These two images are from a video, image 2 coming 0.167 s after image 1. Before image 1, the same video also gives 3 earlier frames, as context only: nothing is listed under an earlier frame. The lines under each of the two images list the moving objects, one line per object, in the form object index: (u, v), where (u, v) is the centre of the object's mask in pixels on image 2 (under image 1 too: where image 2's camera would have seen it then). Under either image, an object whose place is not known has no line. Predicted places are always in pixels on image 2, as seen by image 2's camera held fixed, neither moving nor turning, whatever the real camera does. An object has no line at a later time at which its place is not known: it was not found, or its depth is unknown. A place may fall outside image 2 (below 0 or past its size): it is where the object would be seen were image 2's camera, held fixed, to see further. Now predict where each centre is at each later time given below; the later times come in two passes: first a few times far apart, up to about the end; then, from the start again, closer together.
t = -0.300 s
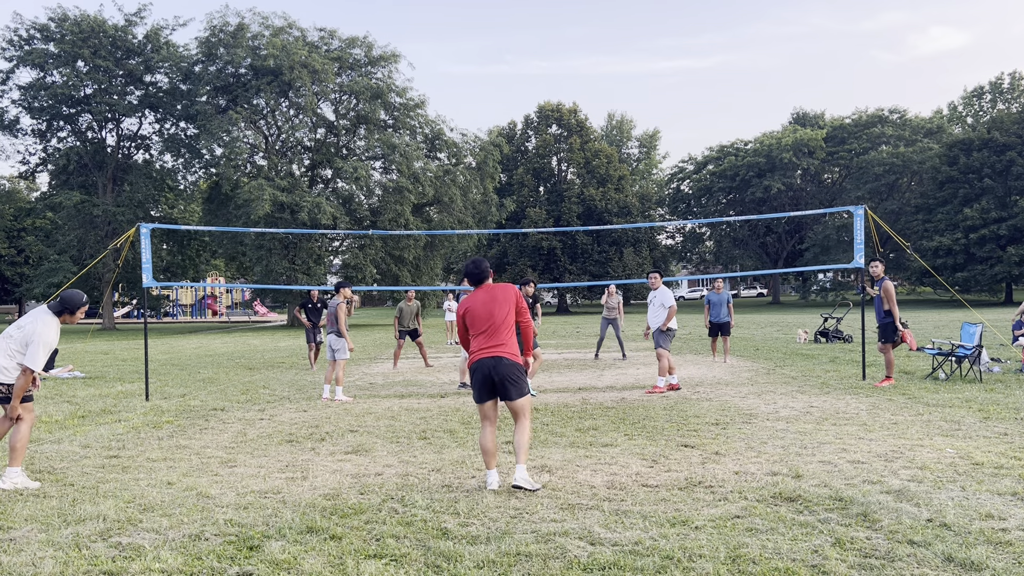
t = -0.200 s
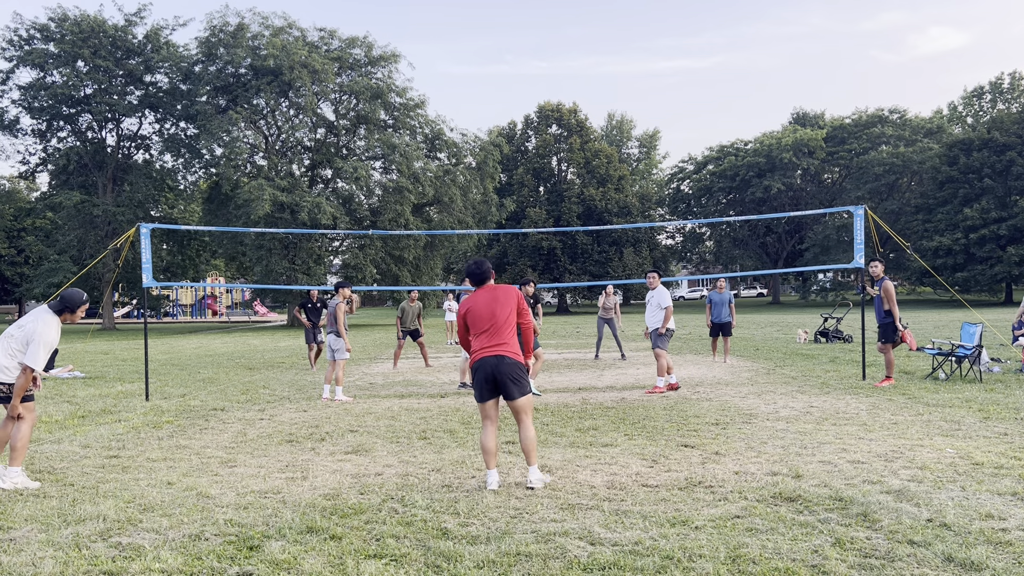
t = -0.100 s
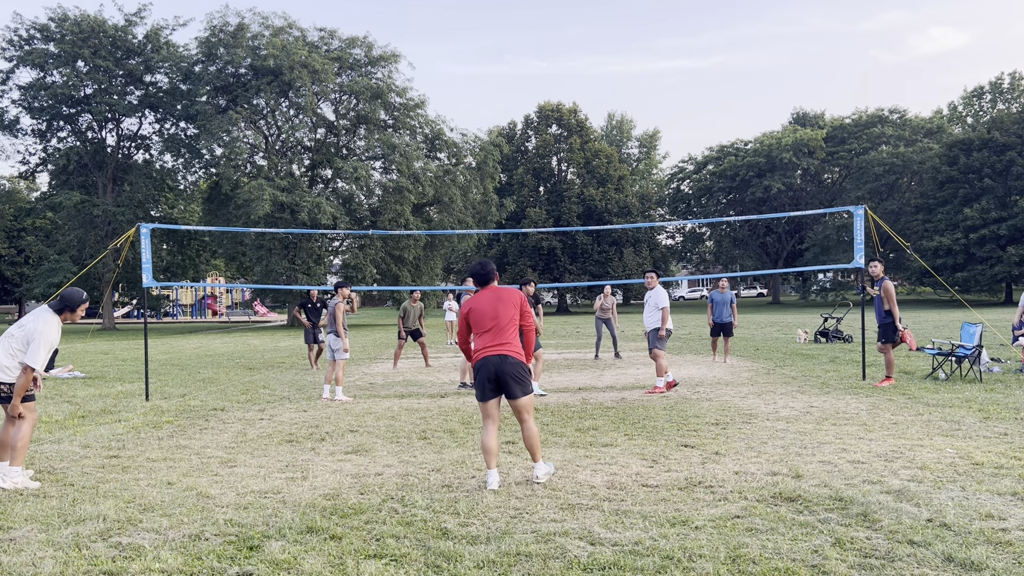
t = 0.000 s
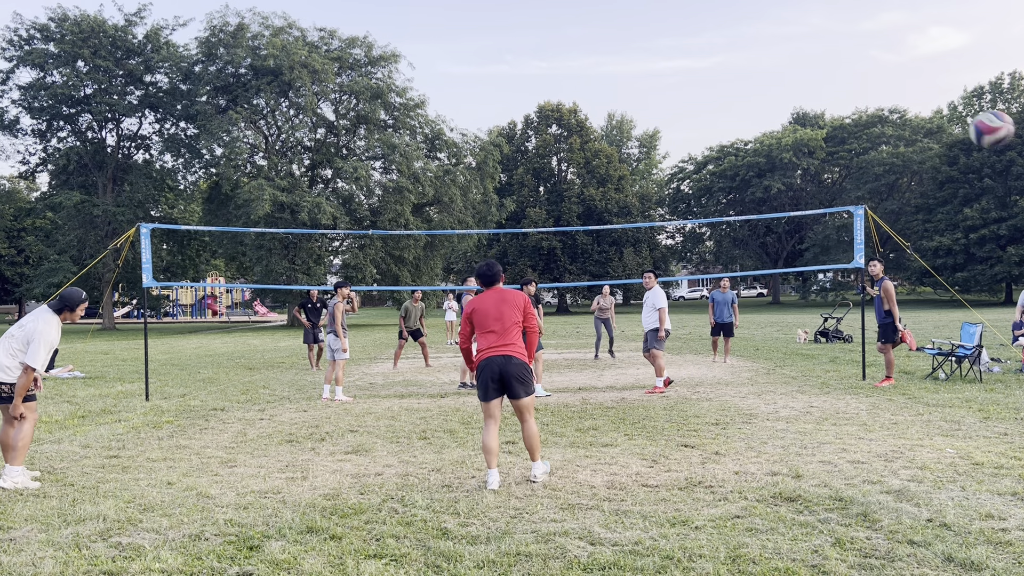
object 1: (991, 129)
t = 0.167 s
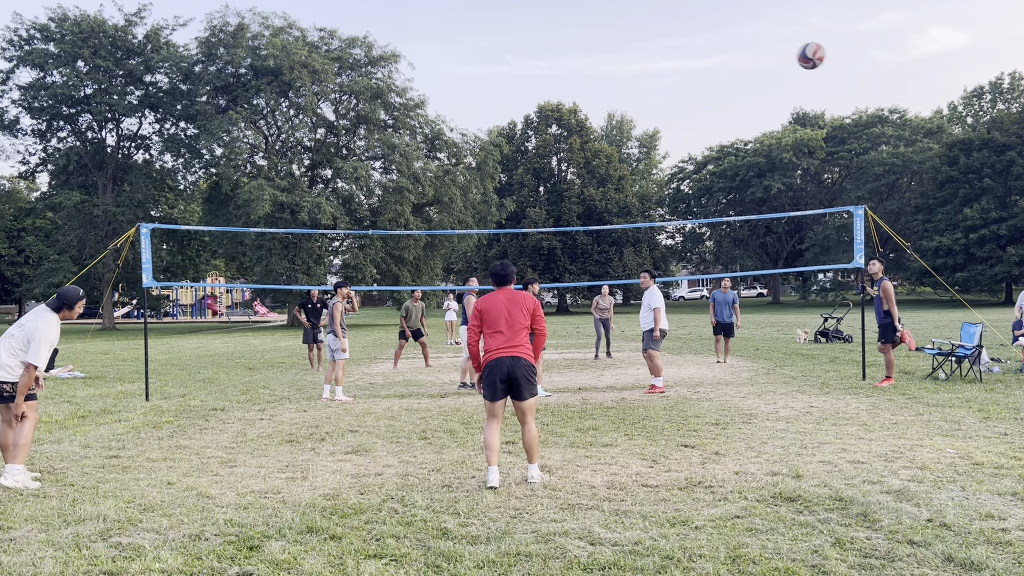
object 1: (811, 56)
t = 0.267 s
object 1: (746, 42)
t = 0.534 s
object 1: (650, 59)
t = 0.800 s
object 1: (599, 112)
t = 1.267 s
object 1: (555, 244)
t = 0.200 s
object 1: (787, 49)
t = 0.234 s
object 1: (765, 45)
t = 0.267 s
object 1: (746, 42)
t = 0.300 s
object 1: (730, 40)
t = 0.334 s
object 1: (714, 40)
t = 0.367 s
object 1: (701, 41)
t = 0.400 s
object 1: (689, 43)
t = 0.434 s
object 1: (678, 46)
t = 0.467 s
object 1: (668, 49)
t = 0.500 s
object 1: (659, 54)
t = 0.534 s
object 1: (650, 59)
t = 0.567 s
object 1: (642, 64)
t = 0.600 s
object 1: (634, 70)
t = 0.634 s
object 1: (627, 76)
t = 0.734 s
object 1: (609, 97)
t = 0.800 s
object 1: (599, 112)
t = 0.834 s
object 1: (594, 121)
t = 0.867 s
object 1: (589, 129)
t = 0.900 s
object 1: (586, 137)
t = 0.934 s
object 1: (582, 146)
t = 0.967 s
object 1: (579, 156)
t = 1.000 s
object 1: (575, 165)
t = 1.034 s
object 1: (572, 174)
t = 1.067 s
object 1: (568, 184)
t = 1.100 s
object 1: (566, 193)
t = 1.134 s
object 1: (564, 203)
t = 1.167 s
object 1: (561, 213)
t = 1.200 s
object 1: (559, 223)
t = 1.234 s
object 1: (557, 234)
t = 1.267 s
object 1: (555, 244)
